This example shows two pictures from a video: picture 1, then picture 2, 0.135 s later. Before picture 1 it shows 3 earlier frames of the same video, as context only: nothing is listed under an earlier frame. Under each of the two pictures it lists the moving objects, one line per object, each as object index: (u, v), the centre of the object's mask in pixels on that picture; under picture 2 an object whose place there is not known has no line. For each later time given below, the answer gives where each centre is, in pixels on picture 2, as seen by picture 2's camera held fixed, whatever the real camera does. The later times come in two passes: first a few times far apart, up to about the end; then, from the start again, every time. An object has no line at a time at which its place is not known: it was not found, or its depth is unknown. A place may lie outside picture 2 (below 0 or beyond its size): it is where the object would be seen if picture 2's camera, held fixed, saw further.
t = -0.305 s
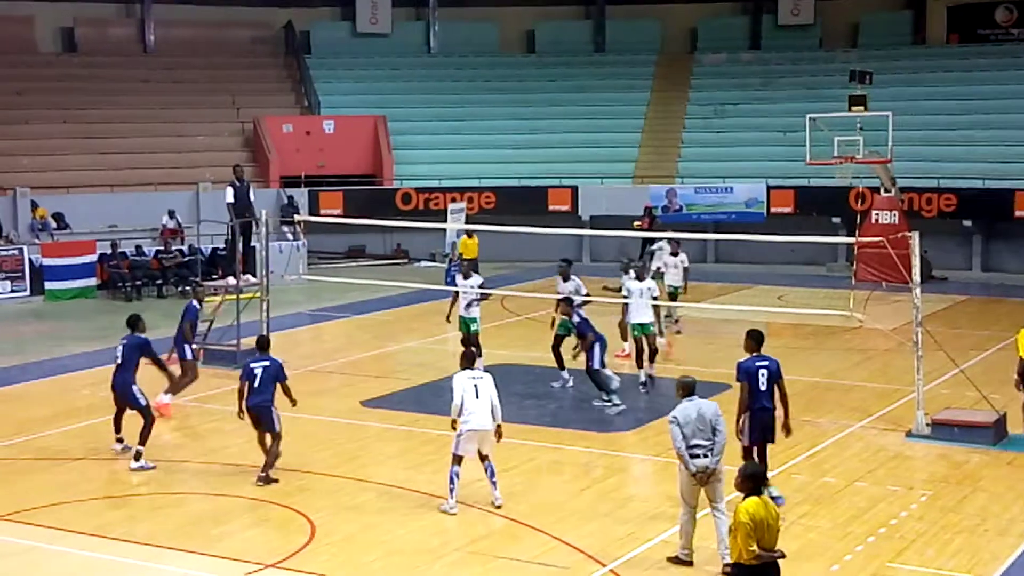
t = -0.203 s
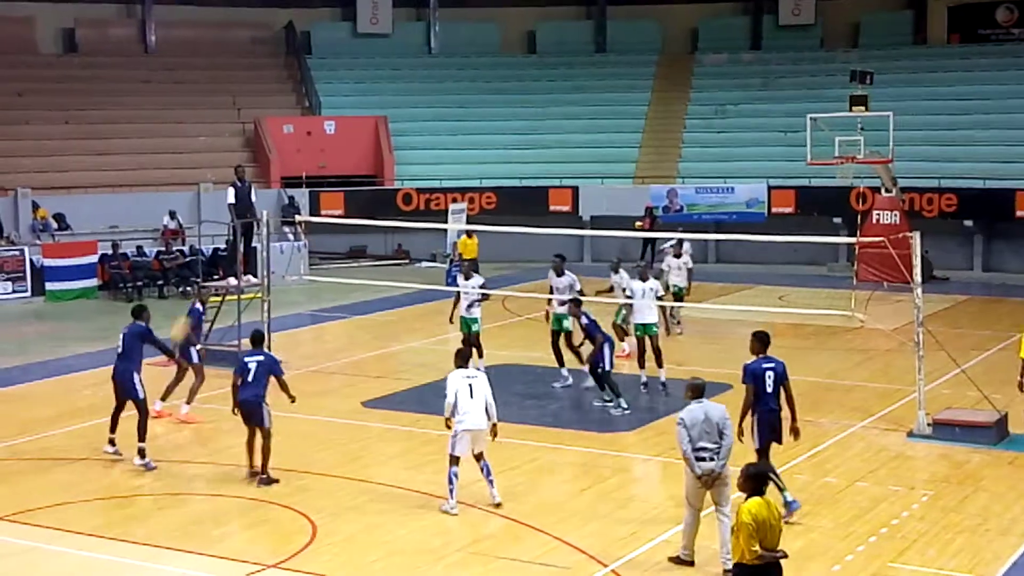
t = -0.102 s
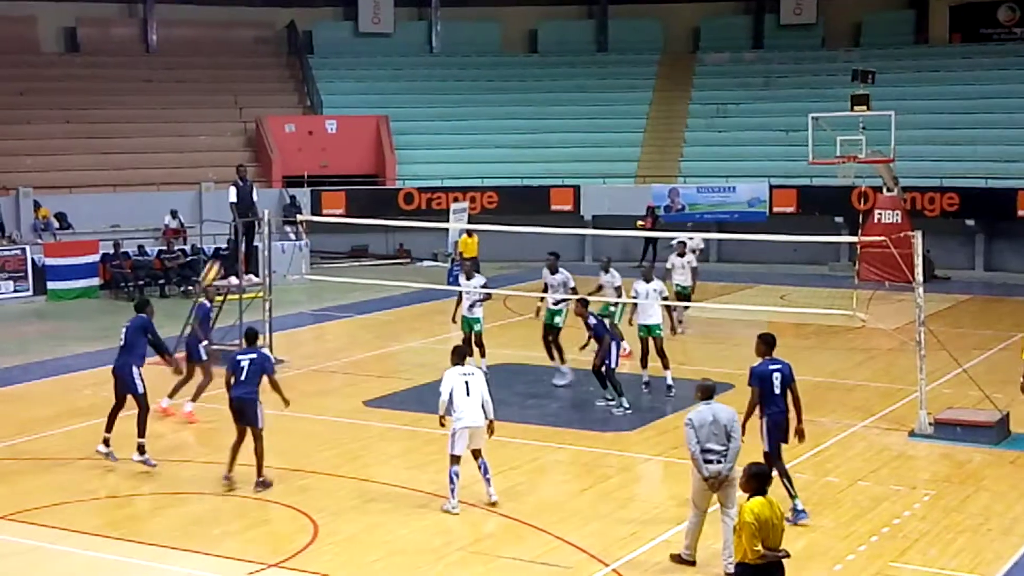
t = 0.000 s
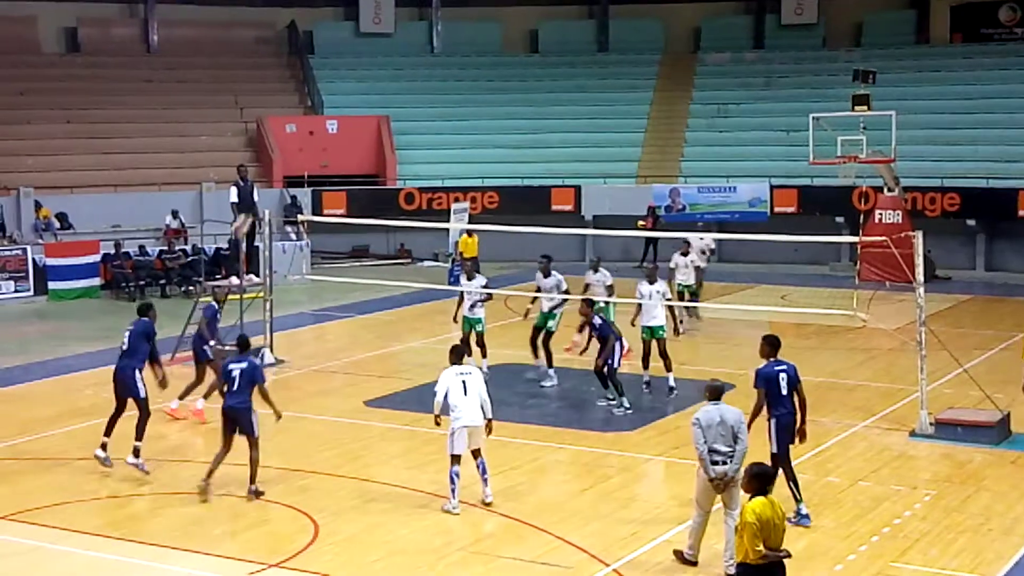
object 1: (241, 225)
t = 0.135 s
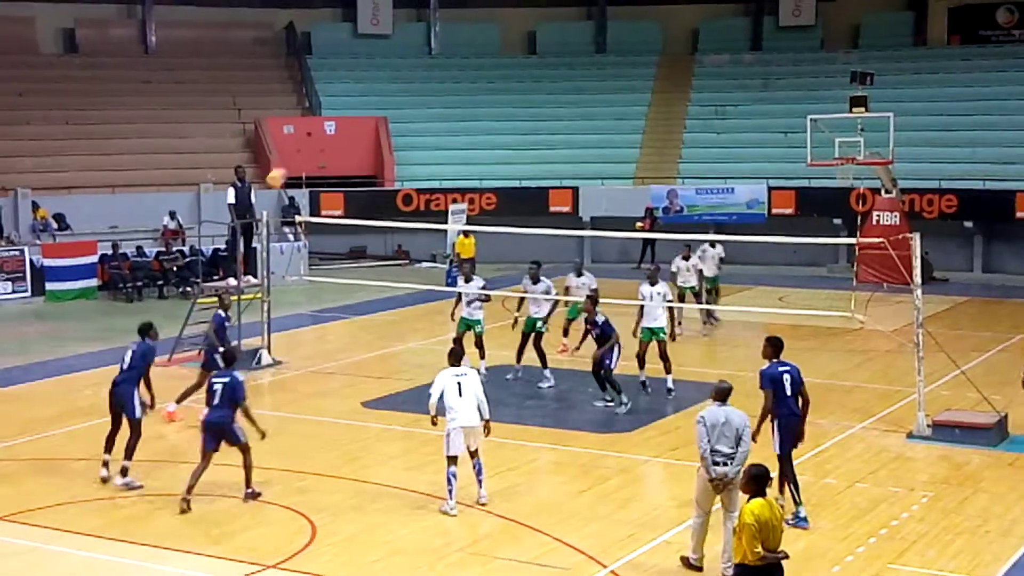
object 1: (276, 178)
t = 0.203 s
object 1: (295, 159)
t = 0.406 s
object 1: (348, 126)
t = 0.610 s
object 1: (401, 127)
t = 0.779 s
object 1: (443, 148)
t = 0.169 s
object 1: (286, 168)
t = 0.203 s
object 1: (295, 159)
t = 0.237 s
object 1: (302, 152)
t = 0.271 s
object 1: (313, 145)
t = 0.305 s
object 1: (323, 137)
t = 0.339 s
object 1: (332, 133)
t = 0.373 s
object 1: (341, 128)
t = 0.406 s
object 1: (348, 126)
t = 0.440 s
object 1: (358, 123)
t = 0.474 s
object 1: (366, 122)
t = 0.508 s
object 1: (374, 121)
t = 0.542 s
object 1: (383, 122)
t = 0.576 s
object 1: (391, 124)
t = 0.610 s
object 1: (401, 127)
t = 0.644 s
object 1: (410, 128)
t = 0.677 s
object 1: (419, 131)
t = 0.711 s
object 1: (427, 137)
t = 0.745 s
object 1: (435, 141)
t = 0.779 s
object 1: (443, 148)
